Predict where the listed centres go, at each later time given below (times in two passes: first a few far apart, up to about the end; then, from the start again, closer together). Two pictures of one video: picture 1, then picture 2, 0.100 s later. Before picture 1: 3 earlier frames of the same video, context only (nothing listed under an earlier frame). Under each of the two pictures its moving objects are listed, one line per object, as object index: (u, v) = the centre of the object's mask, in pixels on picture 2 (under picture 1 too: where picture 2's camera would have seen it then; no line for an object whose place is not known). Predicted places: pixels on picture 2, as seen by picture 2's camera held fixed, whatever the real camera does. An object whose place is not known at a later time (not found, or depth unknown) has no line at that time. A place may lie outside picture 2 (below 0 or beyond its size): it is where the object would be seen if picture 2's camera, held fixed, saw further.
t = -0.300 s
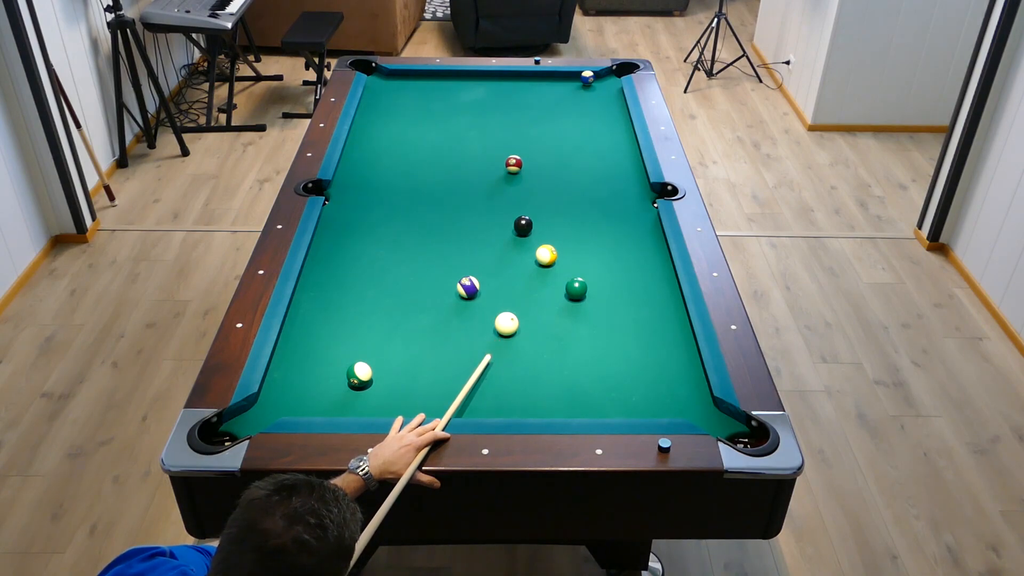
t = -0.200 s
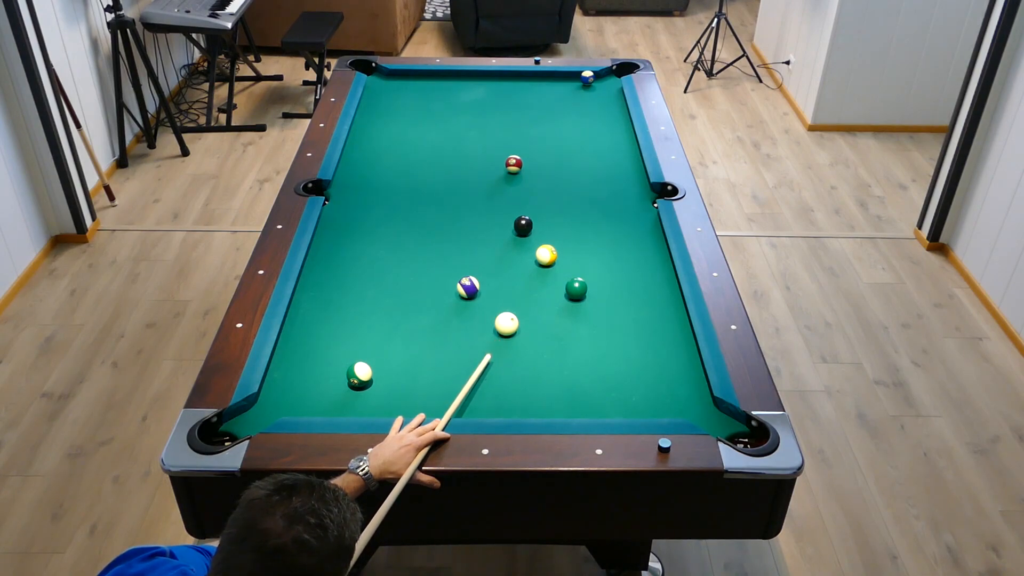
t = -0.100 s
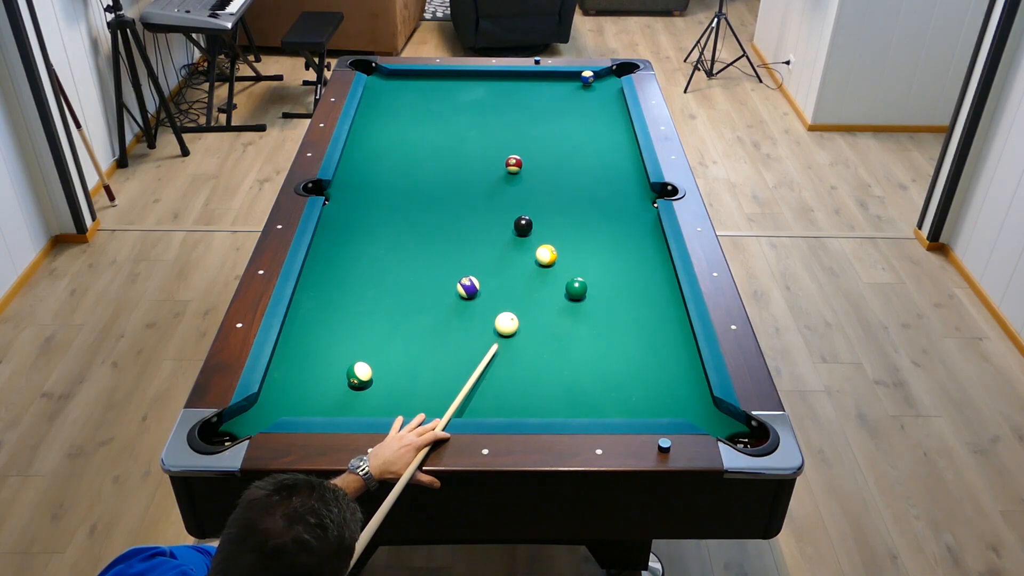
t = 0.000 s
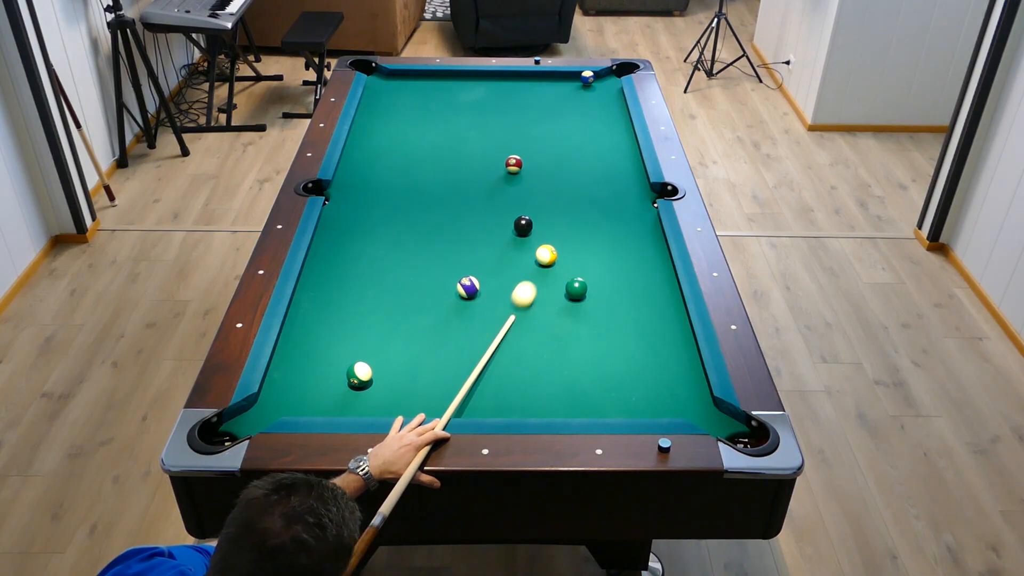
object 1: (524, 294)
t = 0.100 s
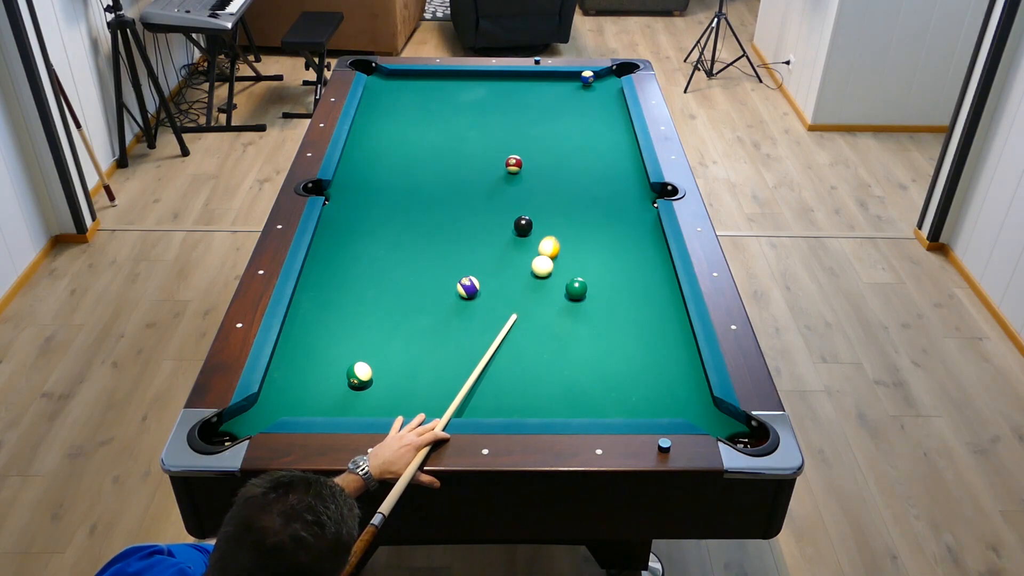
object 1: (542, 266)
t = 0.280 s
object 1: (546, 273)
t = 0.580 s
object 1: (548, 286)
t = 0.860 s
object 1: (550, 297)
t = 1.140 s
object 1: (552, 307)
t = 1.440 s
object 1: (553, 316)
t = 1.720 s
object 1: (554, 323)
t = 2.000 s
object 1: (555, 329)
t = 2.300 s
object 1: (555, 333)
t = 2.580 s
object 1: (554, 336)
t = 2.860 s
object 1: (553, 336)
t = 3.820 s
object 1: (548, 335)
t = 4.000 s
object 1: (553, 336)
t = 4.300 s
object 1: (553, 336)
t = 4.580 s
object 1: (553, 336)
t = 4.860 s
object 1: (553, 336)
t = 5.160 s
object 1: (553, 336)
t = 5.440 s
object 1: (553, 336)
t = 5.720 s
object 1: (553, 336)
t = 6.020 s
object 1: (553, 336)
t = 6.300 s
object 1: (553, 336)
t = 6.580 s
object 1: (553, 336)
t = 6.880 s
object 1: (553, 336)
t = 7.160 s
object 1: (553, 336)
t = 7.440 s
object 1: (553, 336)
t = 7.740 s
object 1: (553, 336)
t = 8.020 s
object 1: (553, 336)
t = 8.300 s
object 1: (553, 336)
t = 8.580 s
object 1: (553, 336)
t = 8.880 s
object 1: (553, 336)
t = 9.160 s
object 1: (553, 336)
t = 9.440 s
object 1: (553, 336)
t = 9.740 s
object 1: (553, 336)
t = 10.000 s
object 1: (553, 336)
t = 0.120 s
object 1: (543, 266)
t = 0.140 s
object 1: (544, 267)
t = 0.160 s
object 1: (544, 267)
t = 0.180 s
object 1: (544, 268)
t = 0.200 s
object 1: (545, 269)
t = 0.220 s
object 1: (545, 270)
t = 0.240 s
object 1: (545, 271)
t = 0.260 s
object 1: (545, 272)
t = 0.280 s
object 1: (546, 273)
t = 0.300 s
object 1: (546, 274)
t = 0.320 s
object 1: (546, 275)
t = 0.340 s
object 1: (546, 276)
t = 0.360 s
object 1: (546, 276)
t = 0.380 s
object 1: (547, 277)
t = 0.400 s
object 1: (547, 278)
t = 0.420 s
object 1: (547, 279)
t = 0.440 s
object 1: (547, 280)
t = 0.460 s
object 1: (547, 281)
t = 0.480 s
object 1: (547, 282)
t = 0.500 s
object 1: (548, 282)
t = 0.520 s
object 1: (548, 283)
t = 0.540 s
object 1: (548, 284)
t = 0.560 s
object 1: (548, 285)
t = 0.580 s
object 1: (548, 286)
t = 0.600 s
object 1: (549, 287)
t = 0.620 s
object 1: (549, 288)
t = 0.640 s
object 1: (549, 289)
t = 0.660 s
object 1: (549, 289)
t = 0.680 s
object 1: (549, 290)
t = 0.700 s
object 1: (549, 291)
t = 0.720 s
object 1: (549, 292)
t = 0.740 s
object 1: (550, 293)
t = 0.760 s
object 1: (550, 293)
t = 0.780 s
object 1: (550, 294)
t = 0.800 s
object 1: (550, 295)
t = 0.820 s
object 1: (550, 296)
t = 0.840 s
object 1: (550, 296)
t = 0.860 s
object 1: (550, 297)
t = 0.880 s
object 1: (550, 298)
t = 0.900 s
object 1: (551, 299)
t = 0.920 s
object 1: (551, 299)
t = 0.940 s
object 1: (551, 300)
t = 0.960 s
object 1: (551, 301)
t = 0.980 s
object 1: (551, 302)
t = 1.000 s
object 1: (551, 302)
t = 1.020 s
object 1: (551, 303)
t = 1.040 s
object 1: (551, 304)
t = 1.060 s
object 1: (551, 304)
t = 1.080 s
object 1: (551, 305)
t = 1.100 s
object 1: (551, 306)
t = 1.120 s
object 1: (552, 306)
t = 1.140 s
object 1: (552, 307)
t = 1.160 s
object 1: (552, 308)
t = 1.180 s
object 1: (552, 308)
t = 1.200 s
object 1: (552, 309)
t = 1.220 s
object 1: (552, 310)
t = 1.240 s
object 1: (552, 310)
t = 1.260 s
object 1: (552, 311)
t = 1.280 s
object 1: (552, 312)
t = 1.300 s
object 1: (552, 312)
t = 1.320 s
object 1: (552, 313)
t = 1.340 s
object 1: (552, 313)
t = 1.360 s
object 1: (552, 314)
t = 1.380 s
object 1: (553, 315)
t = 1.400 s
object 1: (553, 315)
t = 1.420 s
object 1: (553, 316)
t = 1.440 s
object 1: (553, 316)
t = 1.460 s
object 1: (553, 317)
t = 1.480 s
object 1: (553, 317)
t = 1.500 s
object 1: (553, 318)
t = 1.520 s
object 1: (553, 318)
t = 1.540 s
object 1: (553, 319)
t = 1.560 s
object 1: (553, 319)
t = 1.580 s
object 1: (553, 320)
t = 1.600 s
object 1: (553, 321)
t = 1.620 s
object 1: (553, 321)
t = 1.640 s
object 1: (553, 321)
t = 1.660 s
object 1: (554, 322)
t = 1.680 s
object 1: (554, 323)
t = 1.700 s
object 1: (554, 323)
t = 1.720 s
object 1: (554, 323)
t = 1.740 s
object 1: (554, 324)
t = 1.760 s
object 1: (554, 324)
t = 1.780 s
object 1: (554, 325)
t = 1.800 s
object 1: (554, 325)
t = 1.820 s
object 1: (554, 326)
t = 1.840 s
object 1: (554, 326)
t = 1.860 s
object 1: (554, 326)
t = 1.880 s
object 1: (554, 327)
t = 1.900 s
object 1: (554, 327)
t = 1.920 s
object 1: (554, 328)
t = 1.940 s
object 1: (554, 328)
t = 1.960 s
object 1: (555, 328)
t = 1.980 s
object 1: (555, 329)
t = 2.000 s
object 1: (555, 329)
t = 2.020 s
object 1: (555, 330)
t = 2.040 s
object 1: (555, 330)
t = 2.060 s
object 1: (555, 330)
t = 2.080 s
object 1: (555, 330)
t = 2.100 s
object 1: (555, 331)
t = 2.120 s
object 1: (555, 331)
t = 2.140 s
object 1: (555, 331)
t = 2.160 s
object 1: (555, 332)
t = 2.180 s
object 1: (555, 332)
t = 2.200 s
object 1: (555, 332)
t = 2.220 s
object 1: (555, 332)
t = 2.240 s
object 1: (555, 333)
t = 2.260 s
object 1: (555, 333)
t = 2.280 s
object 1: (555, 333)
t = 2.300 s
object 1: (555, 333)
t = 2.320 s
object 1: (554, 334)
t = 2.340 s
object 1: (554, 334)
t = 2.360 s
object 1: (554, 334)
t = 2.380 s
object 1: (554, 334)
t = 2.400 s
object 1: (554, 334)
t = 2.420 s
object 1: (554, 335)
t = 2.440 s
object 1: (554, 335)
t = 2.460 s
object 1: (554, 335)
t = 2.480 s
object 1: (554, 335)
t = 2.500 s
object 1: (554, 335)
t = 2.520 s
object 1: (554, 335)
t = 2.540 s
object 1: (554, 335)
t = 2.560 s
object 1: (554, 336)
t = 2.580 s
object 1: (554, 336)
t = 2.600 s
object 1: (554, 336)
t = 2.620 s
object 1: (554, 336)
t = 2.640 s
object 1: (553, 336)
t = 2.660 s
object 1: (553, 336)
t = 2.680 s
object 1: (553, 336)
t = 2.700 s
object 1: (553, 336)
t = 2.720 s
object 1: (553, 336)
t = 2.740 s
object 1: (553, 336)
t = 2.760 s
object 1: (553, 336)
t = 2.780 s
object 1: (553, 336)
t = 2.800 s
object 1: (553, 336)
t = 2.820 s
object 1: (553, 336)
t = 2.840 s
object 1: (553, 336)
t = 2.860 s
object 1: (553, 336)
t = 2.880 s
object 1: (553, 336)
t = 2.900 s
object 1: (553, 336)
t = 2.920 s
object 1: (553, 337)
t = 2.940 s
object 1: (553, 336)
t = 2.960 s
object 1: (553, 336)
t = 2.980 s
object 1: (554, 335)
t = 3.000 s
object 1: (559, 331)
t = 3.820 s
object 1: (548, 335)
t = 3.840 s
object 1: (550, 335)
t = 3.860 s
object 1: (552, 336)
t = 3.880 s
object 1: (553, 336)
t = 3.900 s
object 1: (553, 336)
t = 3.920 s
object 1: (553, 336)
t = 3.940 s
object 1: (553, 336)
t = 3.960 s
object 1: (553, 336)
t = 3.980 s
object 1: (553, 336)
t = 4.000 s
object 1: (553, 336)
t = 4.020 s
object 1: (553, 336)
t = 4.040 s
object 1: (553, 336)
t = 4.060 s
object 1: (553, 336)
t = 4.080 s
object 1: (553, 336)
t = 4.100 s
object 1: (553, 336)
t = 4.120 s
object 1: (553, 336)
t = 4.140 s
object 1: (553, 336)
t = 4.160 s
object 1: (553, 336)
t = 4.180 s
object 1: (553, 336)
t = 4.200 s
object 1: (553, 336)
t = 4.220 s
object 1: (553, 336)
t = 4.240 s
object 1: (553, 336)
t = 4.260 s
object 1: (553, 336)
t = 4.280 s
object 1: (553, 336)
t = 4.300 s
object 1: (553, 336)
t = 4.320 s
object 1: (553, 336)
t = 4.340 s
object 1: (553, 336)
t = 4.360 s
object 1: (553, 336)
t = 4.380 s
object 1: (553, 336)
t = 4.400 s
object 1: (553, 336)
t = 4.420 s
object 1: (553, 336)
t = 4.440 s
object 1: (553, 336)
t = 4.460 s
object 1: (553, 336)
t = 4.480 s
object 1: (553, 336)
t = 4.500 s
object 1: (553, 336)
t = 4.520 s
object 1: (553, 336)
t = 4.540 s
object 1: (553, 336)
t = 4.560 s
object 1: (553, 336)
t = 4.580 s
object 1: (553, 336)
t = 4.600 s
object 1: (553, 336)
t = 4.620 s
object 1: (553, 336)
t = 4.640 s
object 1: (553, 336)
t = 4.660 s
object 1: (553, 336)
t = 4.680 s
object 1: (553, 336)
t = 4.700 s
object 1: (553, 336)
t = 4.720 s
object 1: (553, 336)
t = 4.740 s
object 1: (553, 336)
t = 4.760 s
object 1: (553, 336)
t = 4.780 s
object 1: (553, 336)
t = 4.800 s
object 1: (553, 336)
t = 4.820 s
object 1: (553, 336)
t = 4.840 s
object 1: (553, 336)
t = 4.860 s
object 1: (553, 336)
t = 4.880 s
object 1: (553, 336)
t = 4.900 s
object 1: (553, 336)
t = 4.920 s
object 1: (553, 336)
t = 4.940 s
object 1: (553, 336)
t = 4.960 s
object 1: (553, 336)
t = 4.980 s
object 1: (553, 336)
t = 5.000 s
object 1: (553, 336)
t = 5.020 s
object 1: (553, 336)
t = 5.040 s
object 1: (553, 336)
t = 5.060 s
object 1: (553, 336)
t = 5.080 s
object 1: (553, 336)
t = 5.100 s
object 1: (553, 336)
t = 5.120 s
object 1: (553, 336)
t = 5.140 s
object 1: (553, 336)
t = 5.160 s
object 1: (553, 336)
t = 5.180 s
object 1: (553, 336)
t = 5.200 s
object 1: (553, 336)
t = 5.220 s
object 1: (553, 336)
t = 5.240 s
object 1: (553, 336)
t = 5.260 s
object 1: (553, 336)
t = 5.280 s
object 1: (553, 336)
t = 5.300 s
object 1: (553, 336)
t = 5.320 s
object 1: (553, 336)
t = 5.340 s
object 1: (553, 336)
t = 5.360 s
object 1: (553, 336)
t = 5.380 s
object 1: (553, 336)
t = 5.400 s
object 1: (553, 336)
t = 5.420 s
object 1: (553, 336)
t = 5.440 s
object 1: (553, 336)
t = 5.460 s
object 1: (553, 336)
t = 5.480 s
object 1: (553, 336)
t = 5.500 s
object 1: (553, 336)
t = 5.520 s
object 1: (553, 336)
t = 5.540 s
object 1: (553, 336)
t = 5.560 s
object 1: (553, 336)
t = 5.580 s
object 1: (553, 336)
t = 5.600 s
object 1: (553, 336)
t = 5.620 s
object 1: (553, 336)
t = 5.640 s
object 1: (553, 336)
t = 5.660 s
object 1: (553, 336)
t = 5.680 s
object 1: (553, 336)
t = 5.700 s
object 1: (553, 336)
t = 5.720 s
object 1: (553, 336)
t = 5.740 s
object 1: (553, 336)
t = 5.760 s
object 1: (553, 336)
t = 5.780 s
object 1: (553, 336)
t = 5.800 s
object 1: (553, 336)
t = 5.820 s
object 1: (553, 336)
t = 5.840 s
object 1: (553, 336)
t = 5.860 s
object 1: (553, 336)
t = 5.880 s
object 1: (553, 336)
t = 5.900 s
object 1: (553, 336)
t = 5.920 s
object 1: (553, 336)
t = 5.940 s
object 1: (553, 336)
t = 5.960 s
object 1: (553, 336)
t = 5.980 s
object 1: (553, 336)
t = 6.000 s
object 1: (553, 336)
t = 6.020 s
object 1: (553, 336)
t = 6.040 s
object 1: (553, 336)
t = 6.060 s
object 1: (553, 336)
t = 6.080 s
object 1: (553, 336)
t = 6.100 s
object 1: (553, 336)
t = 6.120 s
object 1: (553, 336)
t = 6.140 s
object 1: (553, 336)
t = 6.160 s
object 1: (553, 336)
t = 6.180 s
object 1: (553, 336)
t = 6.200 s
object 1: (553, 336)
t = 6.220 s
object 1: (553, 336)
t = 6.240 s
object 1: (553, 336)
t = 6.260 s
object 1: (553, 336)
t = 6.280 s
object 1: (553, 336)
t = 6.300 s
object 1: (553, 336)
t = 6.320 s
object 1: (553, 336)
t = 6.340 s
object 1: (553, 336)
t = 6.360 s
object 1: (553, 336)
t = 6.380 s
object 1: (553, 336)
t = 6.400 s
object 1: (553, 336)
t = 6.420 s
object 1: (553, 336)
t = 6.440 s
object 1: (553, 336)
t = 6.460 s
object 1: (553, 336)
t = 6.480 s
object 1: (553, 336)
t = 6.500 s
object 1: (553, 336)
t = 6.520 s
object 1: (553, 336)
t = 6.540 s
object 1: (553, 336)
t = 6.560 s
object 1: (553, 336)
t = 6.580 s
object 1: (553, 336)
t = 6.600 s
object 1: (553, 336)
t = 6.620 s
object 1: (553, 336)
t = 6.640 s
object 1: (553, 336)
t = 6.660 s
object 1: (553, 336)
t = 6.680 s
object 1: (553, 336)
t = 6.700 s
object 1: (553, 336)
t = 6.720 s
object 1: (553, 336)
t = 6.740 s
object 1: (553, 336)
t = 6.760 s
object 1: (553, 336)
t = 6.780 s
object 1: (553, 336)
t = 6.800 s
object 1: (553, 336)
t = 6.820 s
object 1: (553, 336)
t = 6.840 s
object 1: (553, 336)
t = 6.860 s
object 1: (553, 336)
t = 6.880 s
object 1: (553, 336)
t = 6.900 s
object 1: (553, 336)
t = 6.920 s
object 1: (553, 336)
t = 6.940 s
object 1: (553, 336)
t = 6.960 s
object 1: (553, 336)
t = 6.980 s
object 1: (553, 336)
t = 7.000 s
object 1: (553, 336)
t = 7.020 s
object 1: (553, 336)
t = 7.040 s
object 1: (553, 336)
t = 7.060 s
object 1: (553, 336)
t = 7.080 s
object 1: (553, 336)
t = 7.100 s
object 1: (553, 336)
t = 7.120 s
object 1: (553, 336)
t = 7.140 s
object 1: (553, 336)
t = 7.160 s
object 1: (553, 336)
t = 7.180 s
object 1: (553, 336)
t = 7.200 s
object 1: (553, 336)
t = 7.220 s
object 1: (553, 336)
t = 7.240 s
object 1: (553, 336)
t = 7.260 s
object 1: (553, 336)
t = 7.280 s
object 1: (553, 336)
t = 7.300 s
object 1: (553, 336)
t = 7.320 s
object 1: (553, 336)
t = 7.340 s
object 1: (553, 336)
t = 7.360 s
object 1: (553, 336)
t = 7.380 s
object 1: (553, 336)
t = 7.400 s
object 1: (553, 336)
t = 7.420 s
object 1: (553, 336)
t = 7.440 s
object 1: (553, 336)
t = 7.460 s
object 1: (553, 336)
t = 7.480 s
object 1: (553, 336)
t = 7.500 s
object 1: (553, 336)
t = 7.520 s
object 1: (553, 336)
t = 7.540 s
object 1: (553, 336)
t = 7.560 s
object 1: (553, 336)
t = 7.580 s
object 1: (553, 336)
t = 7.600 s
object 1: (553, 336)
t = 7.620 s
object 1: (553, 336)
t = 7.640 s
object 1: (553, 336)
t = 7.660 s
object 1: (553, 336)
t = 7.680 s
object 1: (553, 336)
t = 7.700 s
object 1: (553, 336)
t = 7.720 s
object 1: (553, 336)
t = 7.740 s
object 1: (553, 336)
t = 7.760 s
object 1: (553, 336)
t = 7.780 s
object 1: (553, 336)
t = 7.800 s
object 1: (553, 336)
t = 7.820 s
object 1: (553, 336)
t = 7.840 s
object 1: (553, 336)
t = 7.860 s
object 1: (553, 336)
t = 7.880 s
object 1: (553, 336)
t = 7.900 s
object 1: (553, 336)
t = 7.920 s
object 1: (553, 336)
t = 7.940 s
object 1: (553, 336)
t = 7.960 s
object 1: (553, 336)
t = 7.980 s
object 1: (553, 336)
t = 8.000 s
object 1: (553, 336)
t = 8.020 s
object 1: (553, 336)
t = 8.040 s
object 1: (553, 336)
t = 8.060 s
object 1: (553, 336)
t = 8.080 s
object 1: (553, 336)
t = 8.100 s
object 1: (553, 336)
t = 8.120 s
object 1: (553, 336)
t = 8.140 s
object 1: (553, 336)
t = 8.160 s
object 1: (553, 336)
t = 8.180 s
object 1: (553, 336)
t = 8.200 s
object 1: (553, 336)
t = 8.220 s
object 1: (553, 336)
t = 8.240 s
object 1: (553, 336)
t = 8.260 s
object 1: (553, 336)
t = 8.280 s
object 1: (553, 336)
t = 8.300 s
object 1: (553, 336)
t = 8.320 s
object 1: (553, 336)
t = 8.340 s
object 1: (553, 336)
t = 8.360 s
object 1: (553, 336)
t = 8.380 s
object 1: (553, 336)
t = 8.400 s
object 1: (553, 336)
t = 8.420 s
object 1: (553, 336)
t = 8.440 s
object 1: (553, 336)
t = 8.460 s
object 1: (553, 336)
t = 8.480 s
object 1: (553, 336)
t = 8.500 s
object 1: (553, 336)
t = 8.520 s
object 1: (553, 336)
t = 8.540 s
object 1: (553, 336)
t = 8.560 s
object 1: (553, 336)
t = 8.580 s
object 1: (553, 336)
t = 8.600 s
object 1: (553, 336)
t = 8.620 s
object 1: (553, 336)
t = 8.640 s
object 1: (553, 336)
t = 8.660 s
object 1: (553, 336)
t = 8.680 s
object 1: (553, 336)
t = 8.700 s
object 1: (553, 336)
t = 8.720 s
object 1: (553, 336)
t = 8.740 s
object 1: (553, 336)
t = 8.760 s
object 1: (553, 336)
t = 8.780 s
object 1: (553, 336)
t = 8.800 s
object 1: (553, 336)
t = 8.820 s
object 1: (553, 336)
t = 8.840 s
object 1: (553, 336)
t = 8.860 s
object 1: (553, 336)
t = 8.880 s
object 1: (553, 336)
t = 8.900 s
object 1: (553, 336)
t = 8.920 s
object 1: (553, 336)
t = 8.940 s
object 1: (553, 336)
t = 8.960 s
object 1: (553, 336)
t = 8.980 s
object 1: (553, 336)
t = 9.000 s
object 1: (553, 336)
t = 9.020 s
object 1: (553, 336)
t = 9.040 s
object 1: (553, 336)
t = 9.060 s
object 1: (553, 336)
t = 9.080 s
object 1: (553, 336)
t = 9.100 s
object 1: (553, 336)
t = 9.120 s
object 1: (553, 336)
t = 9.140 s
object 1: (553, 336)
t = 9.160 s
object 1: (553, 336)
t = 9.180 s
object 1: (553, 336)
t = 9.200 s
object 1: (553, 336)
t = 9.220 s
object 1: (553, 336)
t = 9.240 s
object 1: (553, 336)
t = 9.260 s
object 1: (553, 336)
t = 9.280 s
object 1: (553, 336)
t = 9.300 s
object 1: (553, 336)
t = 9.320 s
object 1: (553, 336)
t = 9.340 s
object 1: (553, 336)
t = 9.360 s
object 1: (553, 336)
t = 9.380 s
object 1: (553, 336)
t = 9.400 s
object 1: (553, 336)
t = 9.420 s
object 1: (553, 336)
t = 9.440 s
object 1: (553, 336)
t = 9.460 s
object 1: (553, 336)
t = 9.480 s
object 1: (553, 336)
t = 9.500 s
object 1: (553, 336)
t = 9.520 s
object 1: (553, 336)
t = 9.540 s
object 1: (553, 336)
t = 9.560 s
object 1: (553, 336)
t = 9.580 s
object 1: (553, 336)
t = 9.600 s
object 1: (553, 336)
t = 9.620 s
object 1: (553, 336)
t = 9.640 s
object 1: (553, 336)
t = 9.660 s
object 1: (553, 336)
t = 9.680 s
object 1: (553, 336)
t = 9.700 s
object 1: (553, 336)
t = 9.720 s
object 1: (553, 336)
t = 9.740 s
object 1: (553, 336)
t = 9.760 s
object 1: (553, 336)
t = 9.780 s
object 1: (553, 336)
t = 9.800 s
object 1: (553, 336)
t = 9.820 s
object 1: (553, 336)
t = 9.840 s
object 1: (553, 336)
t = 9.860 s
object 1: (553, 336)
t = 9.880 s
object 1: (553, 336)
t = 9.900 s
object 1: (553, 336)
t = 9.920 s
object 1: (553, 336)
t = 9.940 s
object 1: (553, 336)
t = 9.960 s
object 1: (553, 336)
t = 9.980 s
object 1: (553, 336)
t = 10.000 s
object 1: (553, 336)
